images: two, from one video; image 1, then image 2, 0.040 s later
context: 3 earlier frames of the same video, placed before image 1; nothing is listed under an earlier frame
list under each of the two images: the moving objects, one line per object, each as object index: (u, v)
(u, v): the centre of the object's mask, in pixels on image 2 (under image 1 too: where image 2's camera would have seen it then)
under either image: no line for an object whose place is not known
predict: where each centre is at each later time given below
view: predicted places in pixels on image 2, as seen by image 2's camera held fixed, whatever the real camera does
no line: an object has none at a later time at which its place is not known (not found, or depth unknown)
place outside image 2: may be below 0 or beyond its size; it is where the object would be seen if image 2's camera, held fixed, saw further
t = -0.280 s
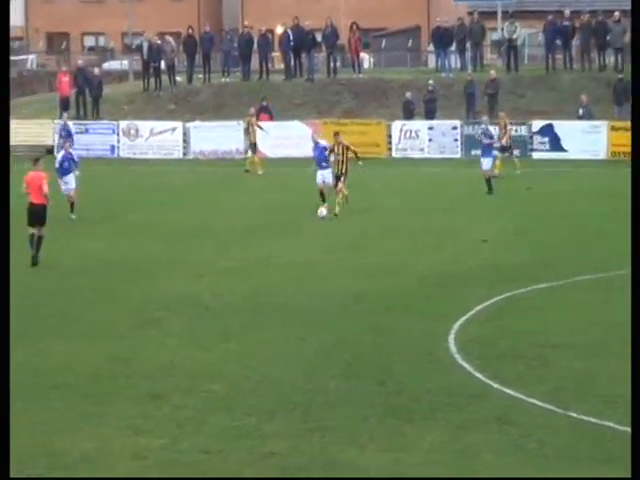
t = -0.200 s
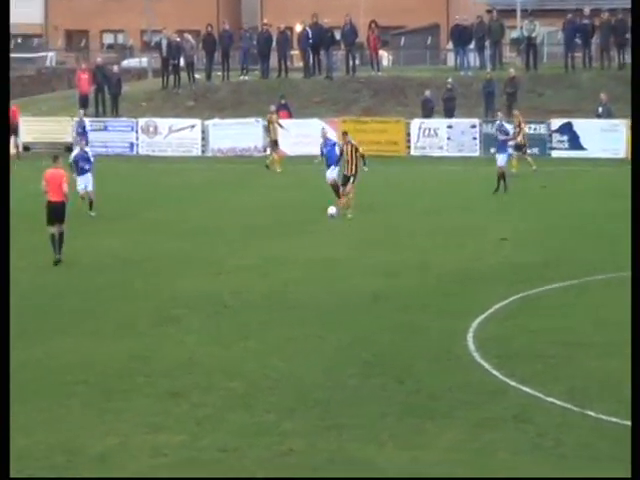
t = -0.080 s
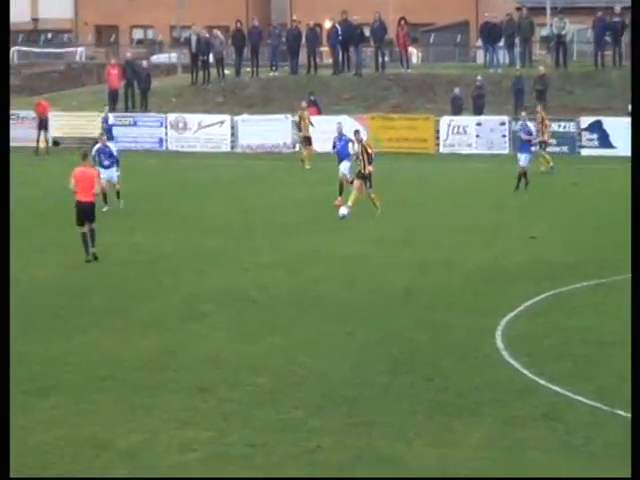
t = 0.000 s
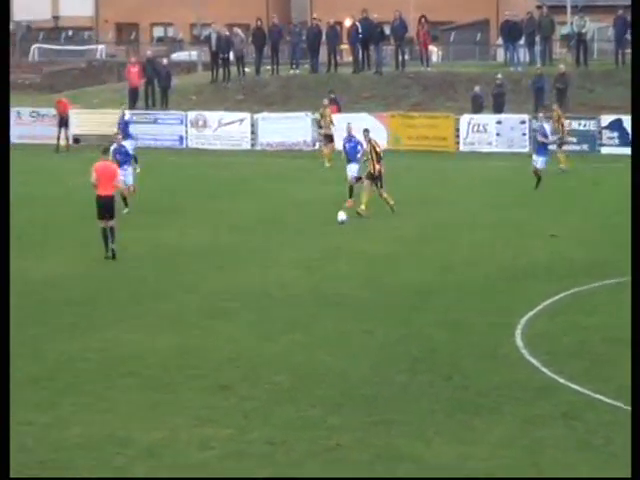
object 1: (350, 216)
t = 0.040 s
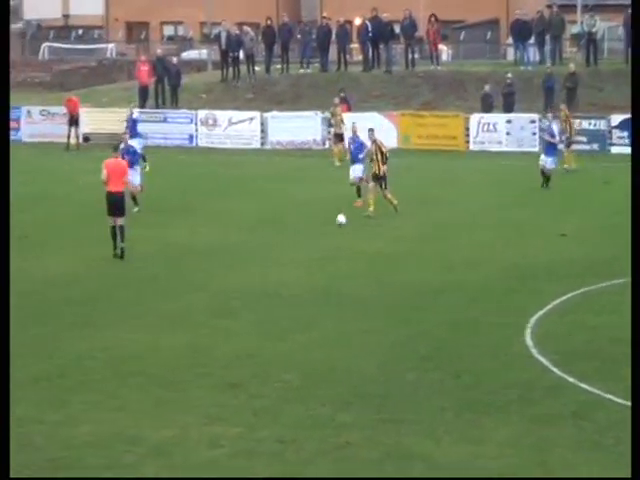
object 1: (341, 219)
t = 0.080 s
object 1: (332, 222)
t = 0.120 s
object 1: (323, 226)
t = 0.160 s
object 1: (314, 228)
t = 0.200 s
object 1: (306, 232)
